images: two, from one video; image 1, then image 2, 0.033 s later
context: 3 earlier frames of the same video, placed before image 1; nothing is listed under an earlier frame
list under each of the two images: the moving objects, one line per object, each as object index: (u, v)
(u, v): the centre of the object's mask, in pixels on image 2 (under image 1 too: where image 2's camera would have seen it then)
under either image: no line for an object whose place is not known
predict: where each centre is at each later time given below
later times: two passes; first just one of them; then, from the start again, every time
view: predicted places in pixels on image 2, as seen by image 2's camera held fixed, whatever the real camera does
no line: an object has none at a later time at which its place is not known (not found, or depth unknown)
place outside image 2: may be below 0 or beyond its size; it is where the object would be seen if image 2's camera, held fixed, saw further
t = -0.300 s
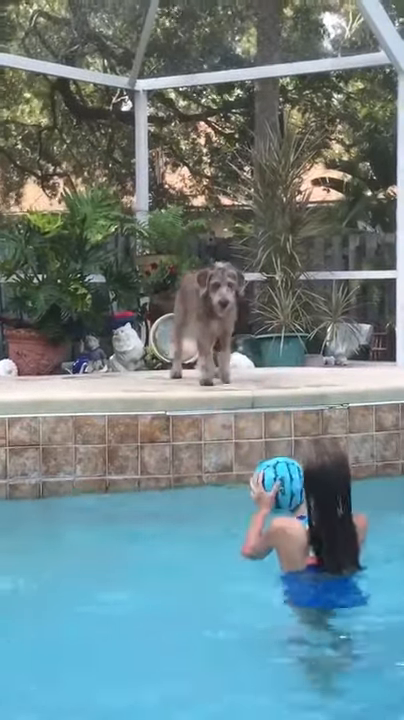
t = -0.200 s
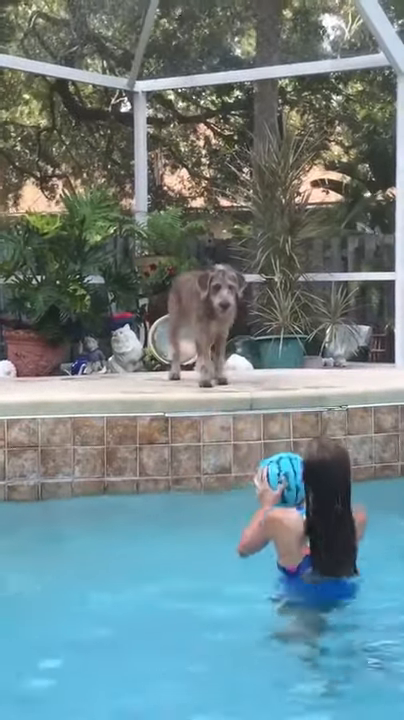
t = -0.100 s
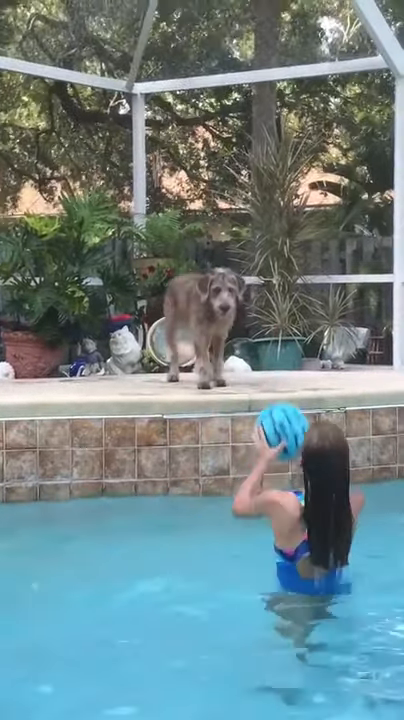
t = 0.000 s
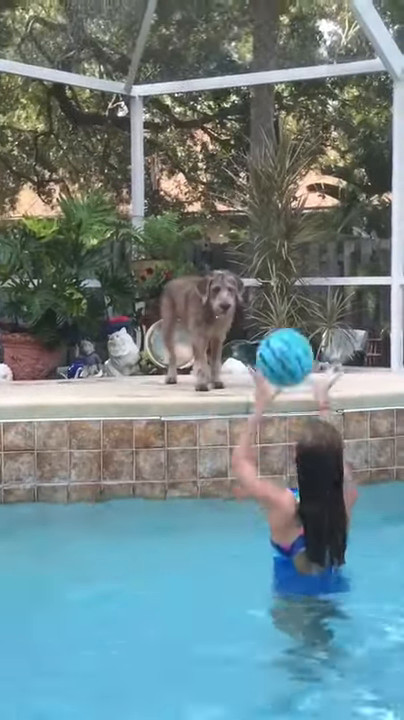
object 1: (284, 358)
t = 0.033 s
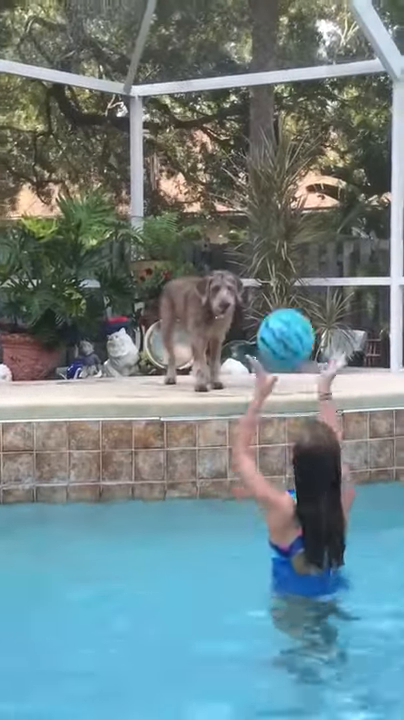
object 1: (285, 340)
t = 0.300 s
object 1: (302, 278)
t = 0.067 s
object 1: (287, 321)
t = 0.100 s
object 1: (290, 306)
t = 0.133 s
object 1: (292, 294)
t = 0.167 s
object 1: (294, 285)
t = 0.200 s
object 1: (296, 278)
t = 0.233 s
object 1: (298, 276)
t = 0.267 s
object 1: (301, 276)
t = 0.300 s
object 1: (302, 278)
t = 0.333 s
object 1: (305, 284)
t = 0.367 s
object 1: (307, 293)
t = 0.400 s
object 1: (309, 303)
